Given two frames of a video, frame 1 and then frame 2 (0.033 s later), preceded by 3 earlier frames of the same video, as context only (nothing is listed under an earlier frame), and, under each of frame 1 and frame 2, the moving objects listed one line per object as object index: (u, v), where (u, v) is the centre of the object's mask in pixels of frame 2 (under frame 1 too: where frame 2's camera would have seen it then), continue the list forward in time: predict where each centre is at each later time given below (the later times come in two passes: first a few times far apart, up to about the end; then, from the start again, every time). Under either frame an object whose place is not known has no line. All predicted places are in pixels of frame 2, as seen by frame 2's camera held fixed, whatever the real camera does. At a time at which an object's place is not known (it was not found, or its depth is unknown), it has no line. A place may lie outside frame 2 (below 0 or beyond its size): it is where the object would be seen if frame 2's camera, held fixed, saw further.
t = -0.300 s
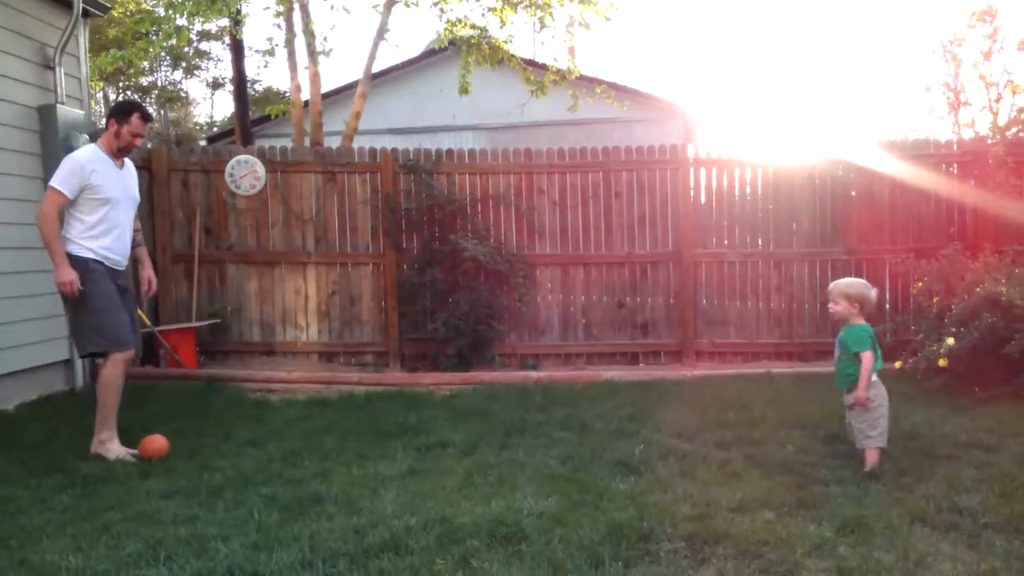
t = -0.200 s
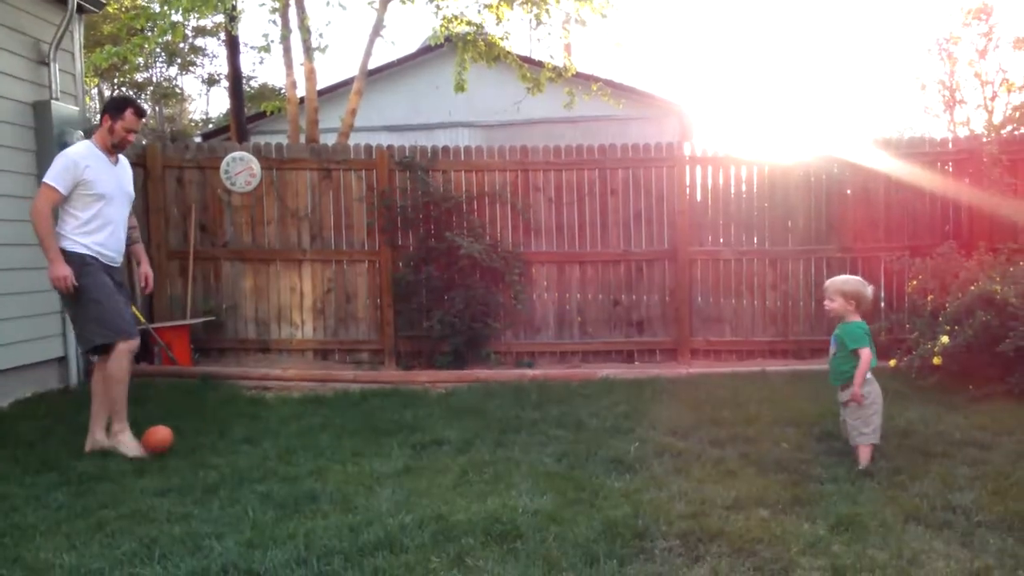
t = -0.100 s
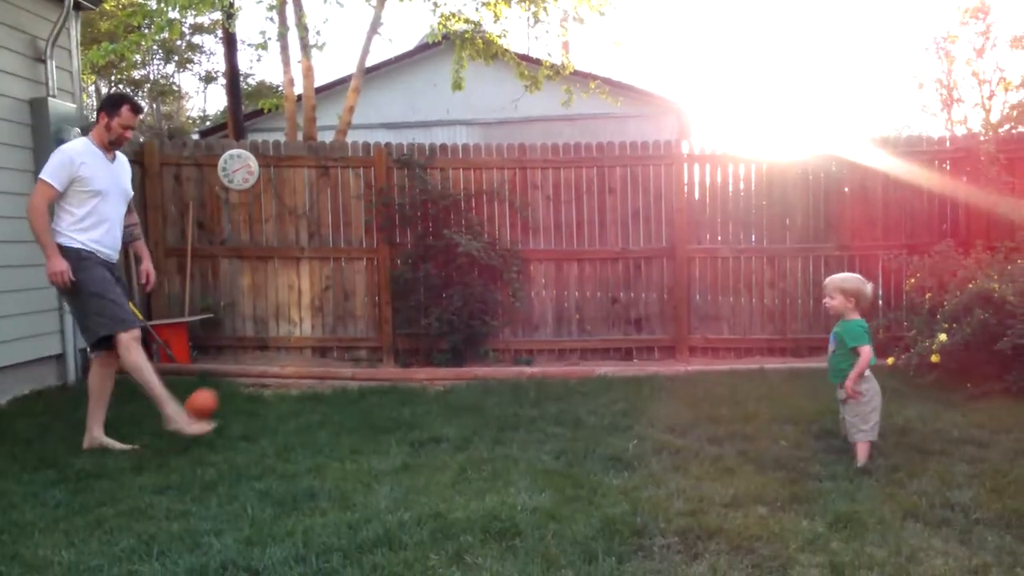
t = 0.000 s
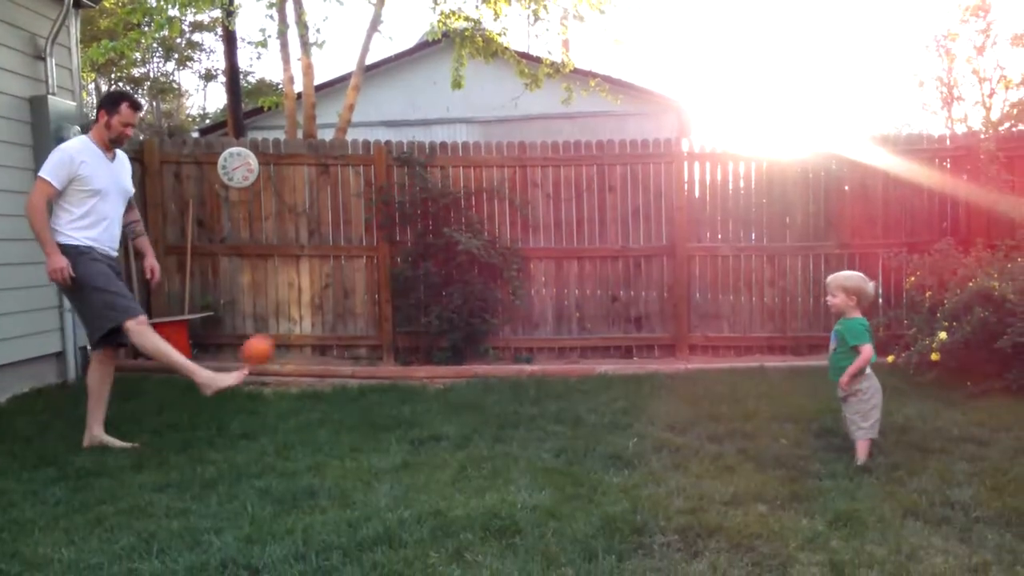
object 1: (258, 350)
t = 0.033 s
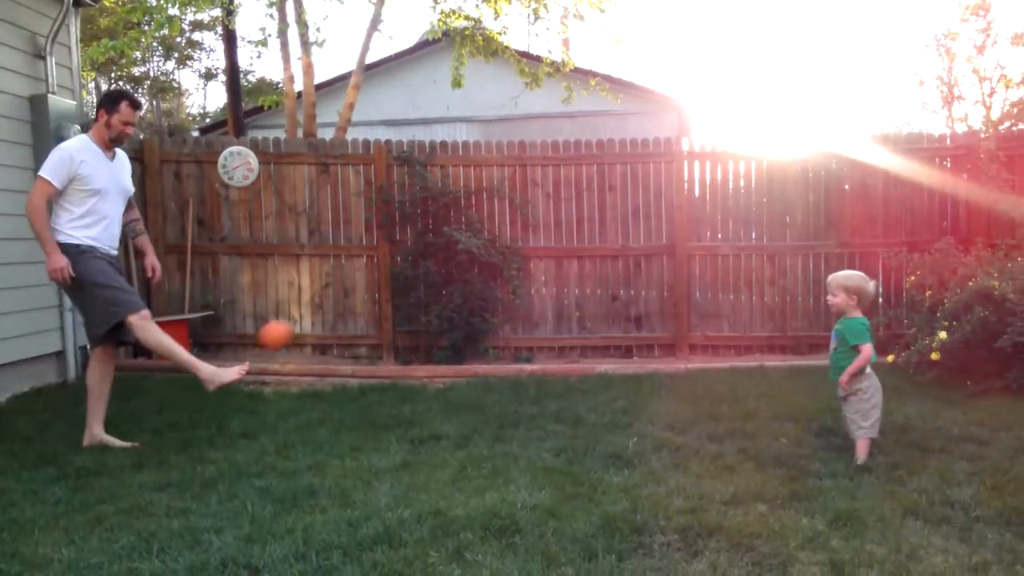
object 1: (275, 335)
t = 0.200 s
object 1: (369, 295)
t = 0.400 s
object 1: (485, 320)
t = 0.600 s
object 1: (605, 426)
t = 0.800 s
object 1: (665, 403)
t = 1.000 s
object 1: (720, 420)
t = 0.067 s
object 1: (293, 322)
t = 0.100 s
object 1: (313, 312)
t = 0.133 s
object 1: (331, 304)
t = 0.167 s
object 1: (350, 298)
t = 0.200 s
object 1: (369, 295)
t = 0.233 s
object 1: (388, 294)
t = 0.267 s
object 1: (407, 294)
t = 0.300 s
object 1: (426, 298)
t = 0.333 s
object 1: (446, 303)
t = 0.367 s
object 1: (465, 311)
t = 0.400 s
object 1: (485, 320)
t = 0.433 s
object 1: (504, 331)
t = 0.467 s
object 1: (524, 346)
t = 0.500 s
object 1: (545, 363)
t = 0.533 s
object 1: (565, 384)
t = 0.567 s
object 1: (584, 403)
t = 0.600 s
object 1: (605, 426)
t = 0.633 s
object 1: (618, 430)
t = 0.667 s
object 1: (628, 423)
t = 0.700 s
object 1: (637, 415)
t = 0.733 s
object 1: (646, 409)
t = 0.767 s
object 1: (656, 405)
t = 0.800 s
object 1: (665, 403)
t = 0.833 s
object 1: (675, 403)
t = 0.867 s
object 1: (684, 405)
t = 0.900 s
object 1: (694, 410)
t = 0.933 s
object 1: (703, 417)
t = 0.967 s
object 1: (712, 420)
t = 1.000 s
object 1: (720, 420)
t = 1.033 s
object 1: (727, 417)
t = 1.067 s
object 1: (732, 413)
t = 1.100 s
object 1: (738, 411)
